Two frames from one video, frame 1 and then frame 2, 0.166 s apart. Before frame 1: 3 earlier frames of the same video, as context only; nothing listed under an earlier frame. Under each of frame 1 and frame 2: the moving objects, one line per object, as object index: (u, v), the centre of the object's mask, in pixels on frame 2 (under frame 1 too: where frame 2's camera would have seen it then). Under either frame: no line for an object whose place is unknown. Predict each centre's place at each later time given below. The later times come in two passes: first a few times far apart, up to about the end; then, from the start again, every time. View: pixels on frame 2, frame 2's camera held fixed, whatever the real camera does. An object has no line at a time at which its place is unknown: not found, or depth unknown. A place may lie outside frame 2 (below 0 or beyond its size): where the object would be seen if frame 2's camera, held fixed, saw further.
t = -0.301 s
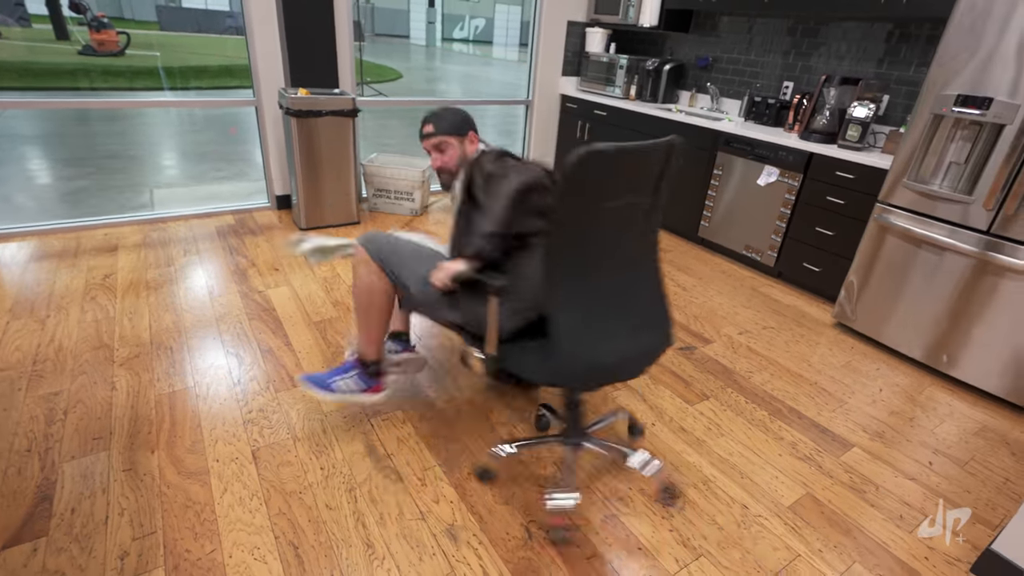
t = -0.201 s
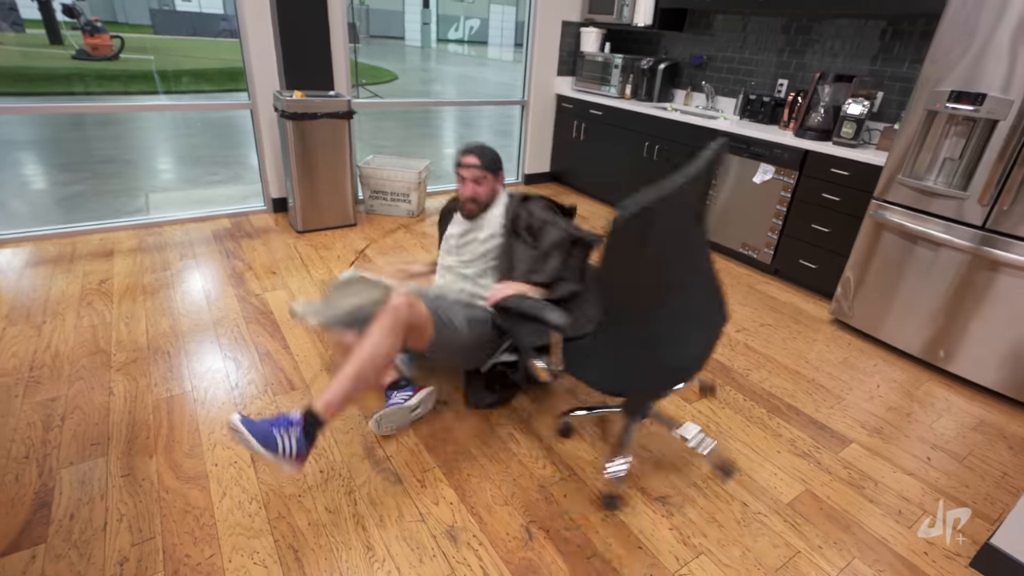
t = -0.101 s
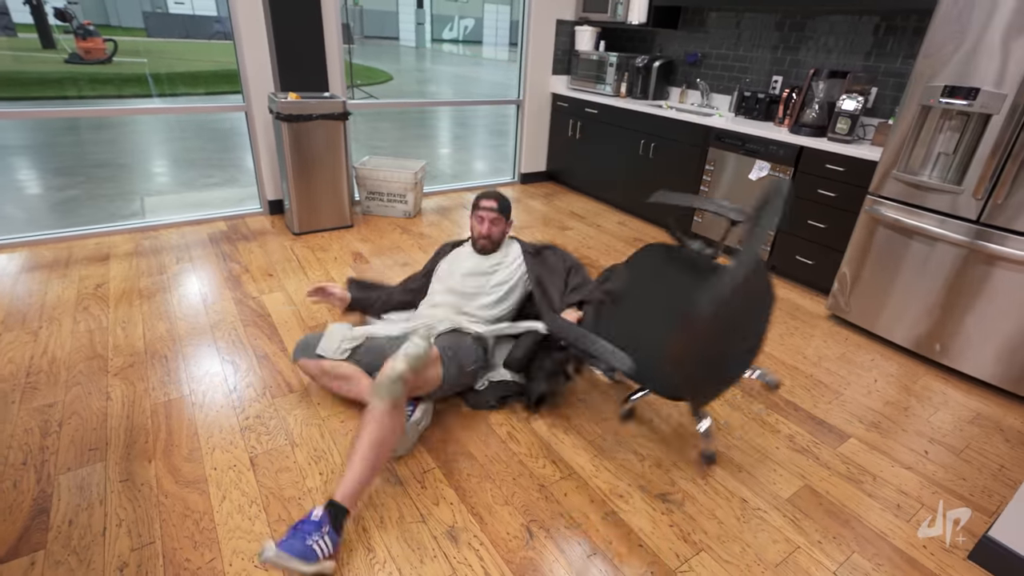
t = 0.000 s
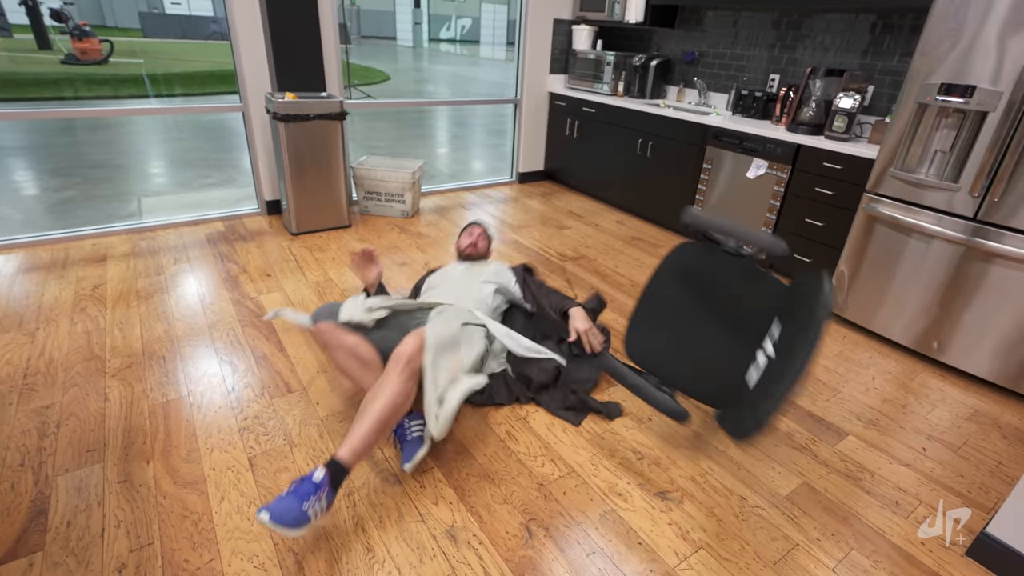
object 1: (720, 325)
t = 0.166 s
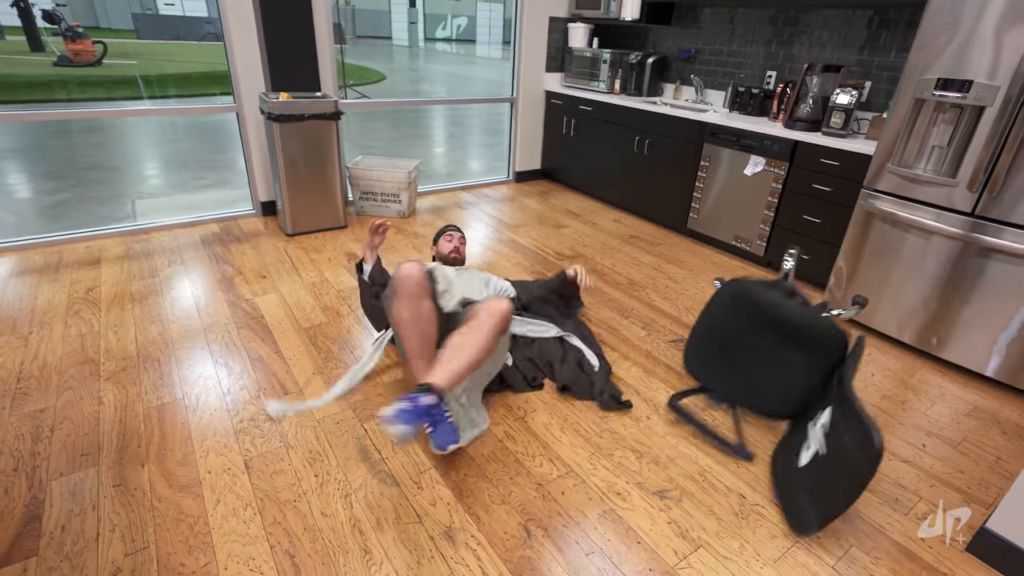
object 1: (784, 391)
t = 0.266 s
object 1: (825, 382)
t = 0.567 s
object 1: (905, 384)
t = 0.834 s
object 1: (919, 396)
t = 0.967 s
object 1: (919, 399)
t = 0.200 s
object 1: (798, 385)
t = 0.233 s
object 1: (813, 383)
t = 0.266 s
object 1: (825, 382)
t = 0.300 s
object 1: (836, 384)
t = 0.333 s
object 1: (847, 387)
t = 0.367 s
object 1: (859, 386)
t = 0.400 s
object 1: (867, 383)
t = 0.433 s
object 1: (878, 385)
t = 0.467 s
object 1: (889, 385)
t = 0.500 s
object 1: (896, 384)
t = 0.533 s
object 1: (902, 386)
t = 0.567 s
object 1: (905, 384)
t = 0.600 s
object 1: (906, 384)
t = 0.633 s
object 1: (906, 386)
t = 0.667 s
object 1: (905, 388)
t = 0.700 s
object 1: (908, 391)
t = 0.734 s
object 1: (914, 393)
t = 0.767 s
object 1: (916, 397)
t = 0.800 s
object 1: (918, 397)
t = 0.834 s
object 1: (919, 396)
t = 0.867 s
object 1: (919, 395)
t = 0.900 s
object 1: (918, 396)
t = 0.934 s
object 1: (918, 398)
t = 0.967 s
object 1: (919, 399)
